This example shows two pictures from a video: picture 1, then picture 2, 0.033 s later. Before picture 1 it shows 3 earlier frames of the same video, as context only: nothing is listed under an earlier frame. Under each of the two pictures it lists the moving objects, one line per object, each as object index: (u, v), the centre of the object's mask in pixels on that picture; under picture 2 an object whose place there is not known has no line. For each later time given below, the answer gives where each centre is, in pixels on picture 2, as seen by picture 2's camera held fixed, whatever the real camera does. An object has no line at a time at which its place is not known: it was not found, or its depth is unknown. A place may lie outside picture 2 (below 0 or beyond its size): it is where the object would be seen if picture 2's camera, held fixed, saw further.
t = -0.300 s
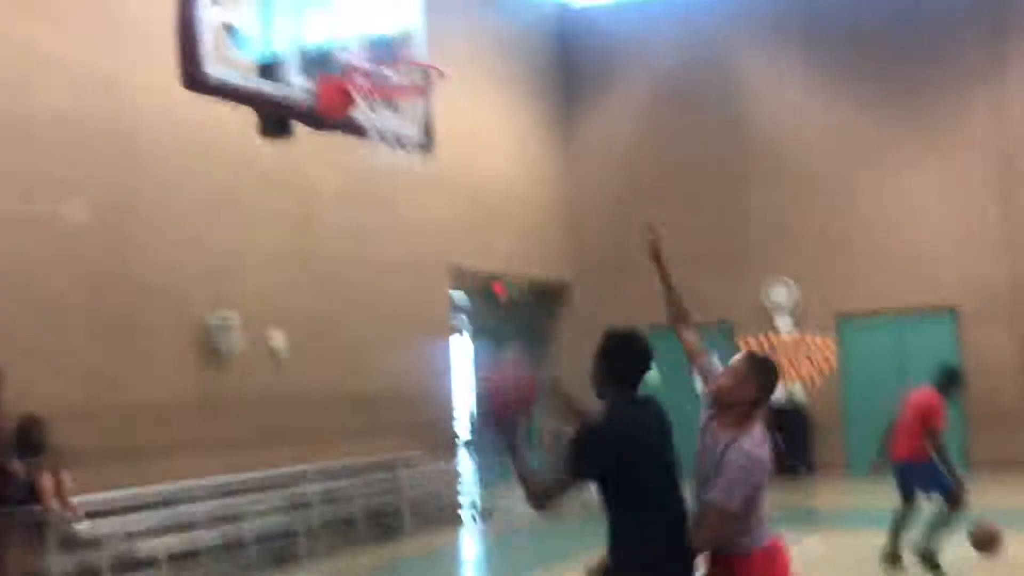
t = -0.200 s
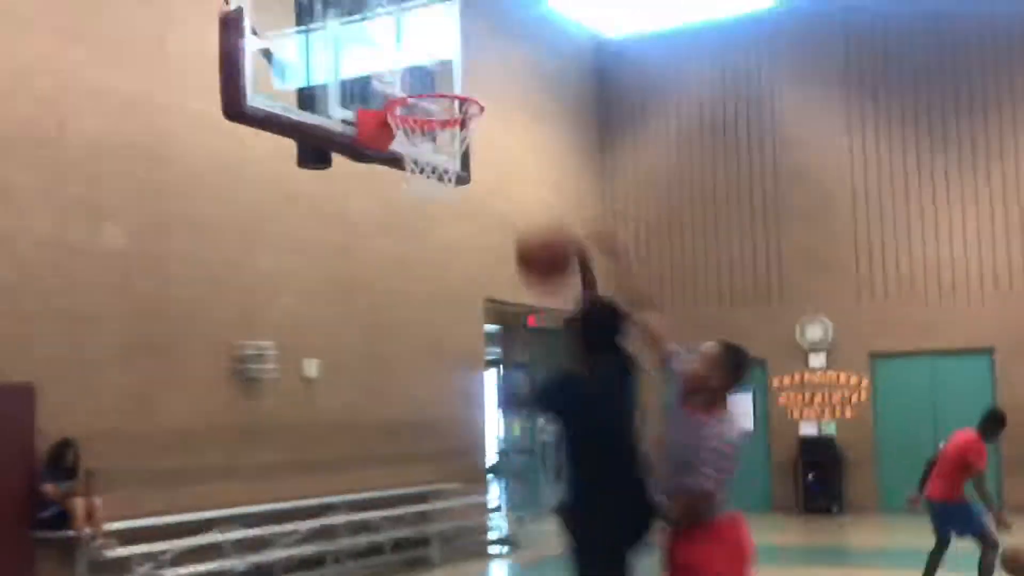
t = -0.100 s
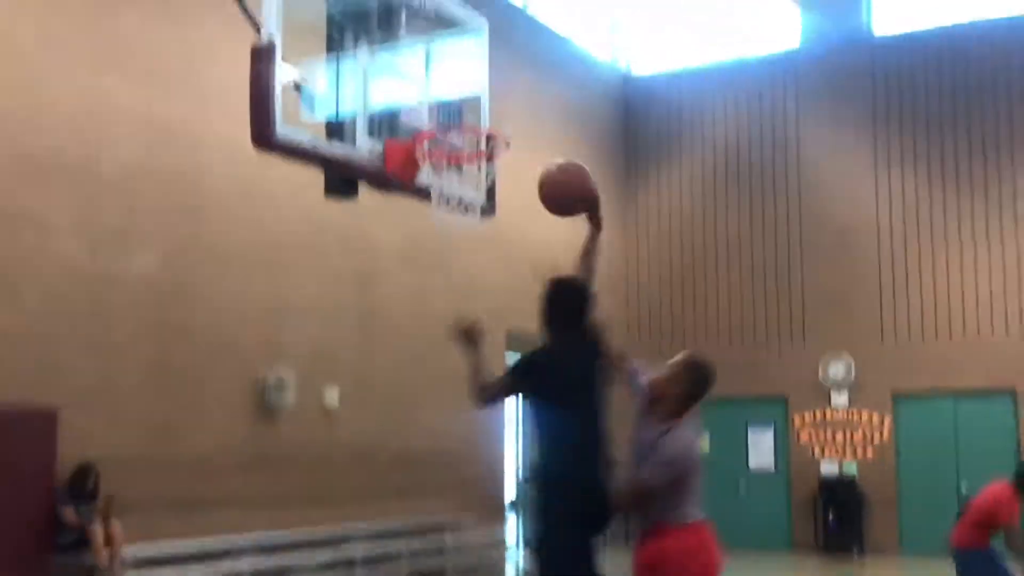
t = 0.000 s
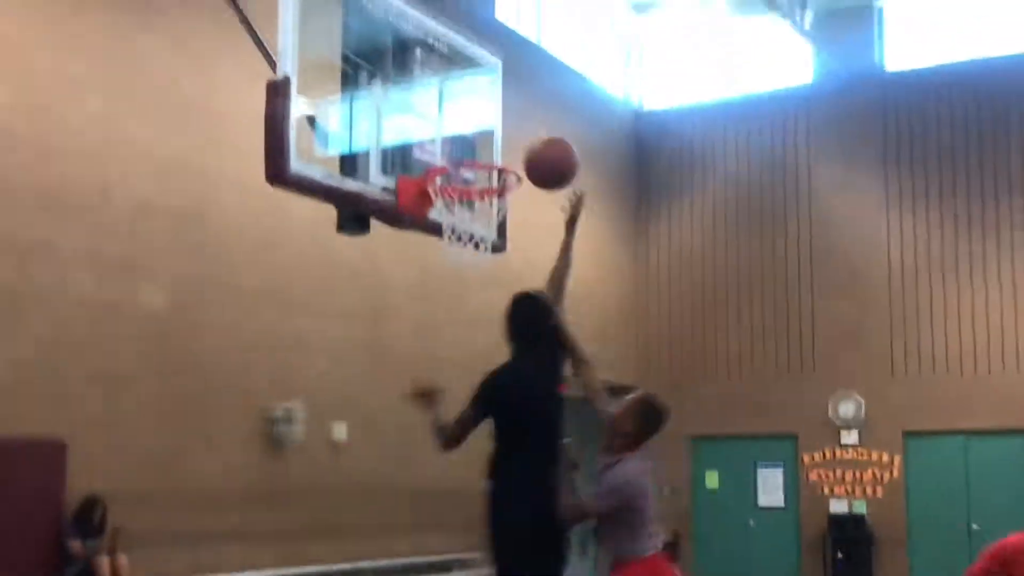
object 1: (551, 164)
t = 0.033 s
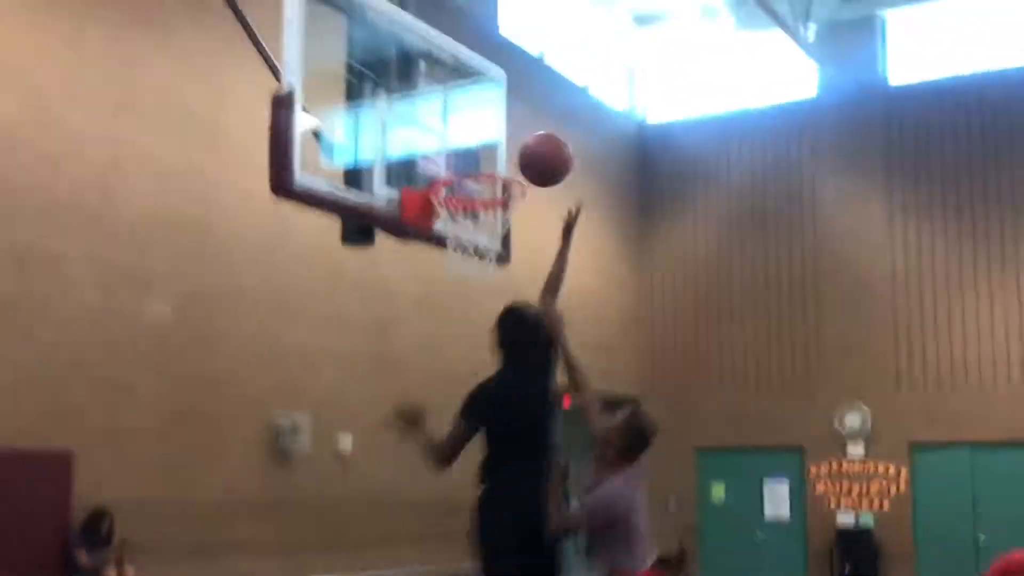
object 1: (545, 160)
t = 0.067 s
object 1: (533, 147)
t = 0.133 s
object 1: (512, 126)
